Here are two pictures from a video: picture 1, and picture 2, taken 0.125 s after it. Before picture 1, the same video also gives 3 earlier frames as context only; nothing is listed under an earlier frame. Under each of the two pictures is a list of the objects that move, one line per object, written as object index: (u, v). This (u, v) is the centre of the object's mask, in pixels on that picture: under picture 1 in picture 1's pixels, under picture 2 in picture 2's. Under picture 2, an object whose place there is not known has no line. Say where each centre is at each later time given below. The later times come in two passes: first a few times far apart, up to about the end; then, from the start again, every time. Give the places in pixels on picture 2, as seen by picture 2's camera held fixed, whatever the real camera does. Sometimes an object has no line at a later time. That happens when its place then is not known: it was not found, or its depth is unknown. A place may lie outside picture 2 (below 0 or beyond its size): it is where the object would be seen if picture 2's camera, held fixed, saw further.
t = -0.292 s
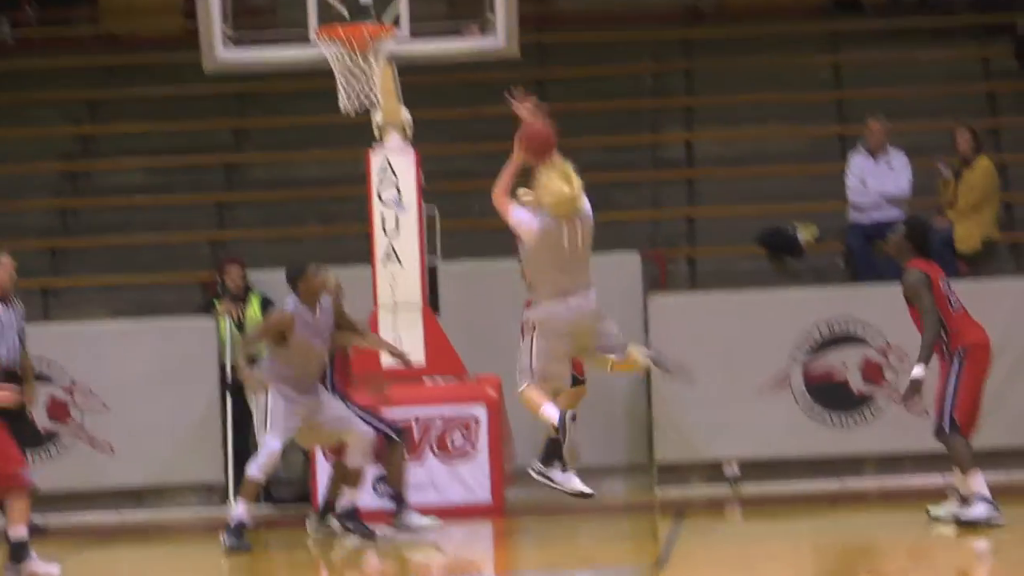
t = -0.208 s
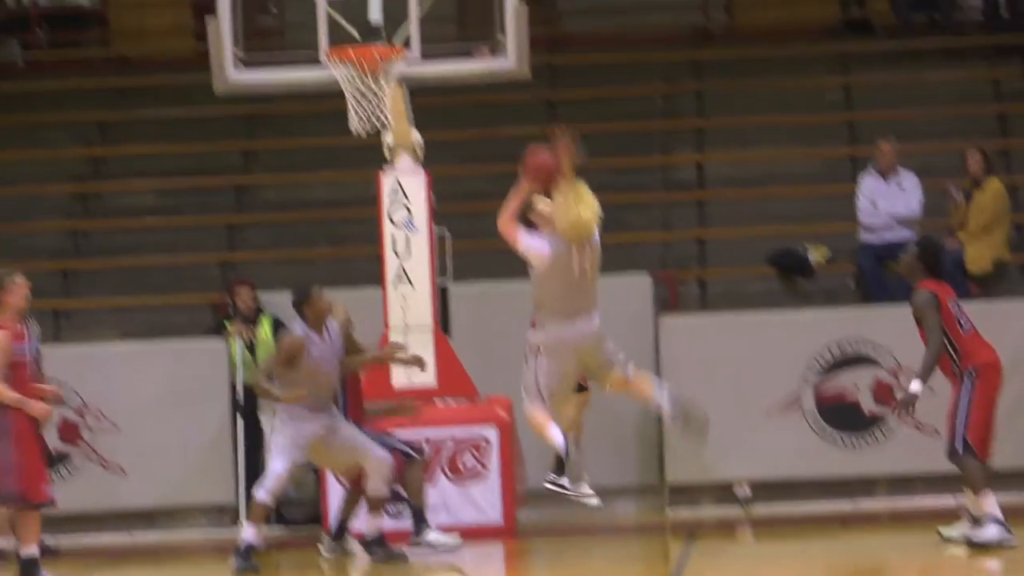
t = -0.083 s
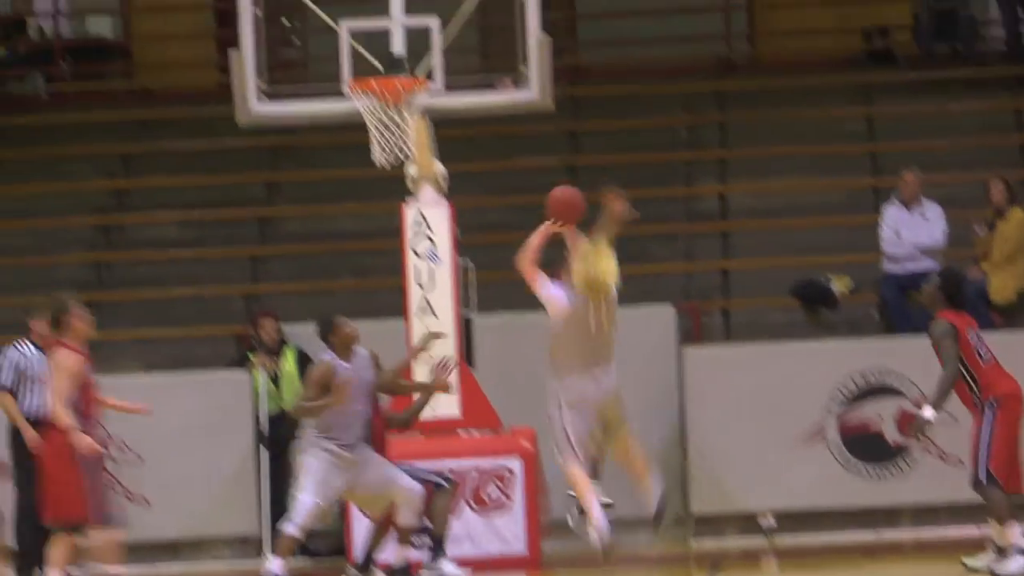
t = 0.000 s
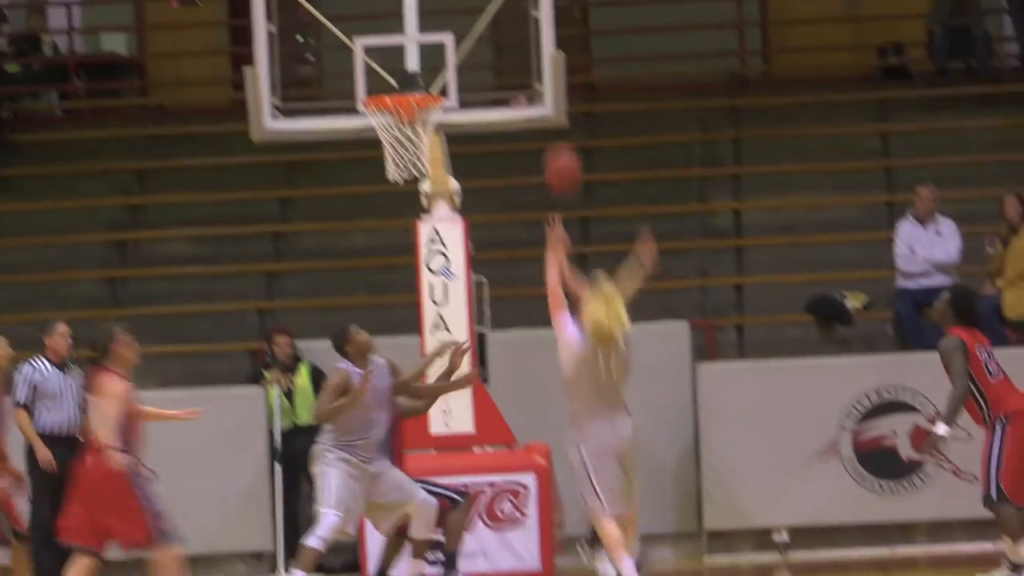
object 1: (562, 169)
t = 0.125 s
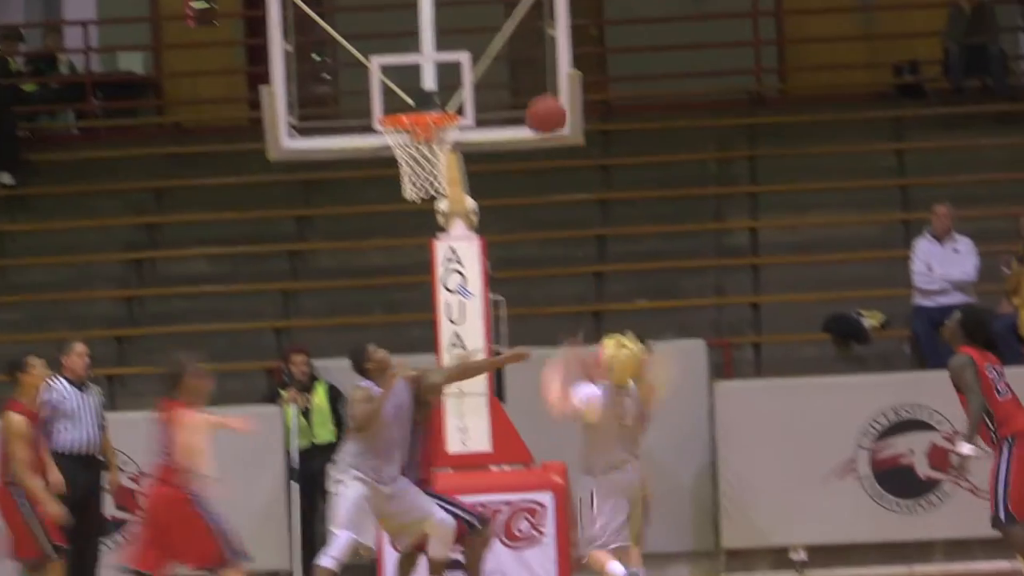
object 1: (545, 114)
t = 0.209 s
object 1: (524, 82)
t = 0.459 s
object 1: (467, 47)
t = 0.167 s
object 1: (535, 96)
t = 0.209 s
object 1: (524, 82)
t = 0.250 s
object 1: (514, 70)
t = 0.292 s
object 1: (504, 61)
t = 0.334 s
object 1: (494, 52)
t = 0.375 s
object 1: (483, 48)
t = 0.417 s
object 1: (473, 46)
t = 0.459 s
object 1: (467, 47)
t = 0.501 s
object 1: (460, 49)
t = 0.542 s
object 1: (454, 56)
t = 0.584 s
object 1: (448, 66)
